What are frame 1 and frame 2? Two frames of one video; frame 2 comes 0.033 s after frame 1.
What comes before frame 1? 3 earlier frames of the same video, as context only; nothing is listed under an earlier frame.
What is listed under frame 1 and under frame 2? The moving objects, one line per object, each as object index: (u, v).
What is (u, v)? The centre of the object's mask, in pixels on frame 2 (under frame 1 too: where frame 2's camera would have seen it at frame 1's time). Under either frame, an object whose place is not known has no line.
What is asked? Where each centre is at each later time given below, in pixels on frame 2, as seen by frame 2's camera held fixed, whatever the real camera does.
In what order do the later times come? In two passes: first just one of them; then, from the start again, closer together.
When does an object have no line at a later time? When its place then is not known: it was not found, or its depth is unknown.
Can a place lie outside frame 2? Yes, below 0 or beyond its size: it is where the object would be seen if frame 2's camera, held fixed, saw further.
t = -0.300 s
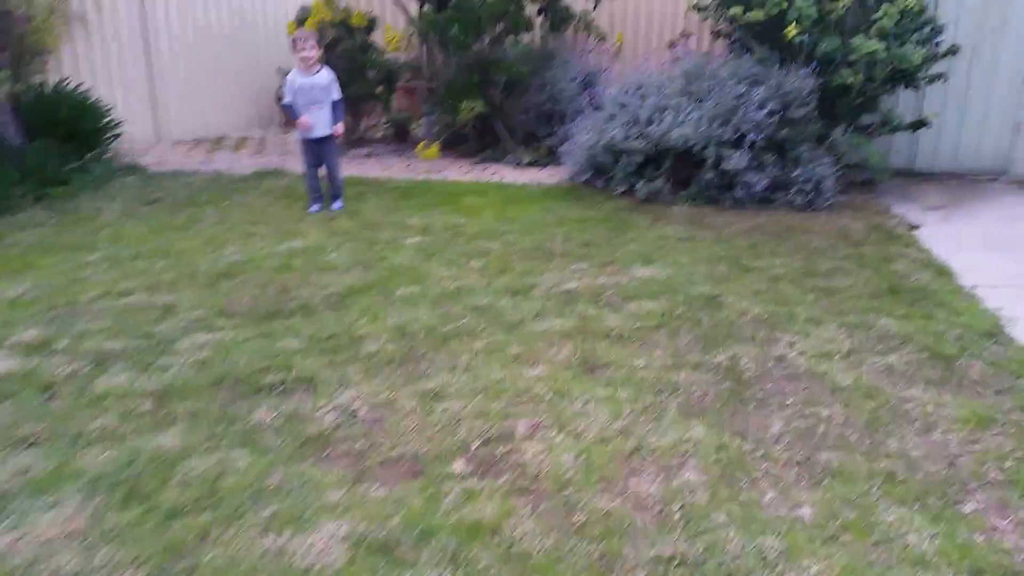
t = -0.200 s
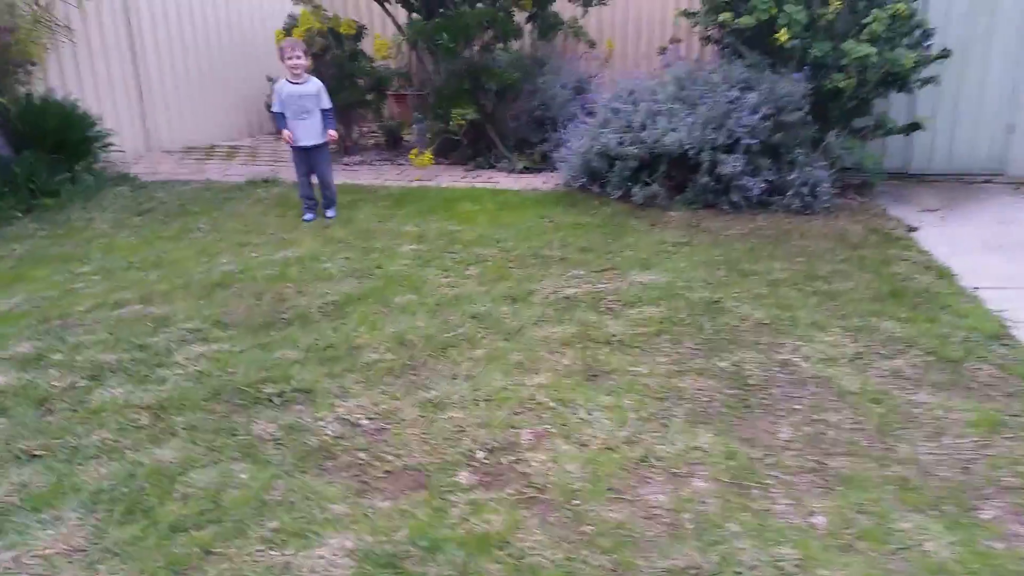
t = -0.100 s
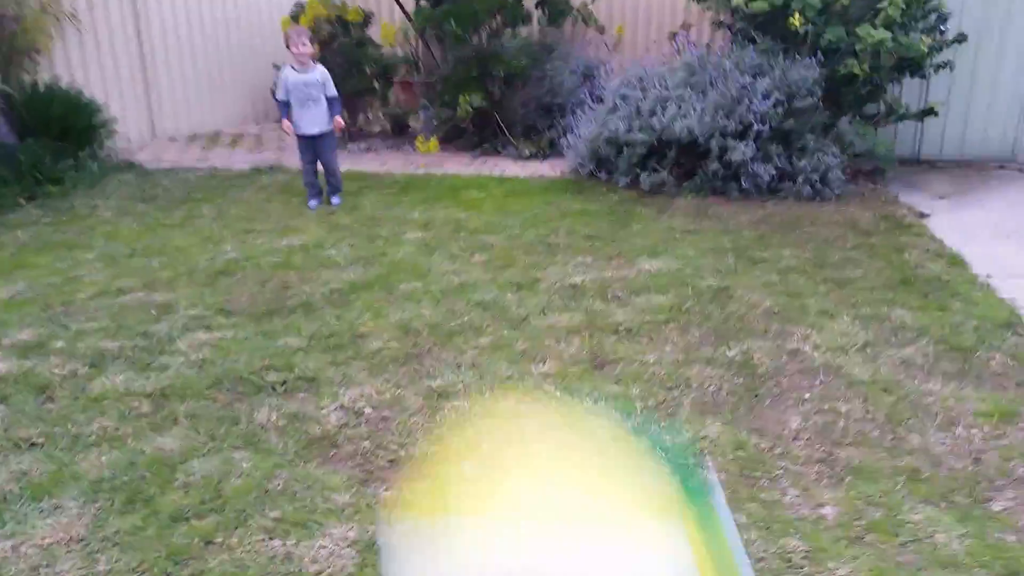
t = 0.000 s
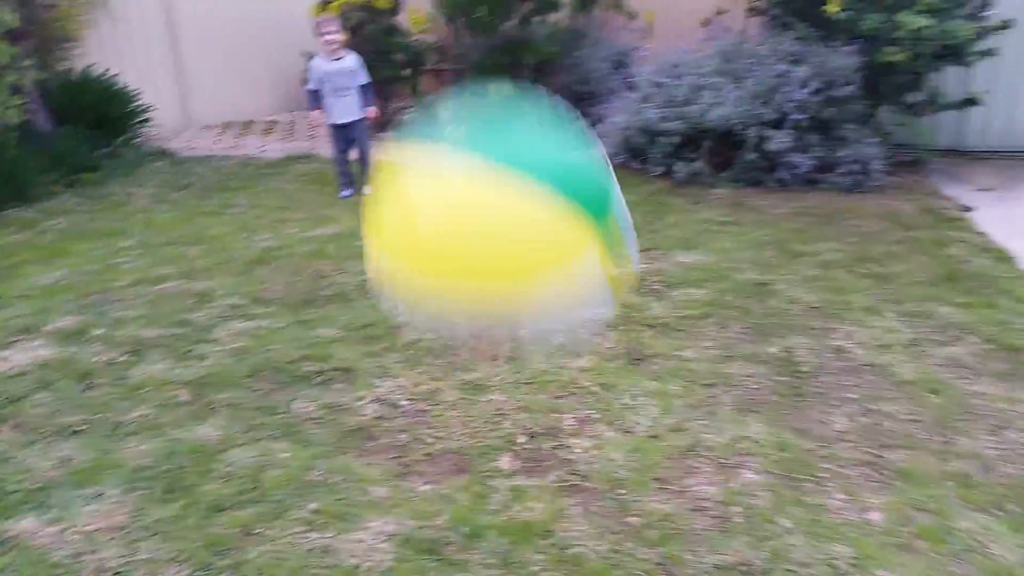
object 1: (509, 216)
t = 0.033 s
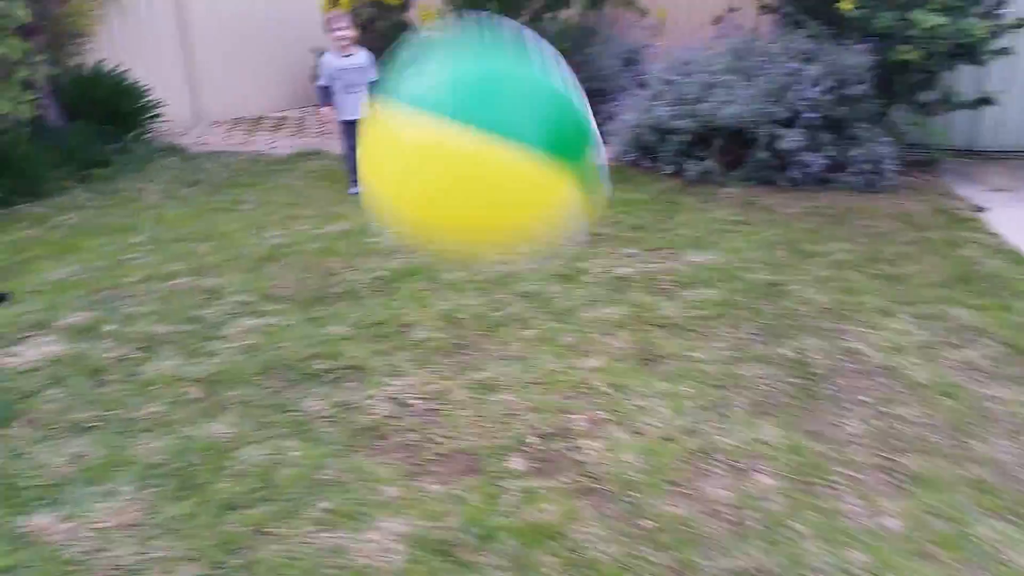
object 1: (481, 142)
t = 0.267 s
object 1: (371, -24)
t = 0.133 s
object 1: (417, 38)
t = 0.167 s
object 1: (405, 19)
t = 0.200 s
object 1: (392, 4)
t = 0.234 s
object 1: (379, -9)
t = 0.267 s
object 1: (371, -24)
